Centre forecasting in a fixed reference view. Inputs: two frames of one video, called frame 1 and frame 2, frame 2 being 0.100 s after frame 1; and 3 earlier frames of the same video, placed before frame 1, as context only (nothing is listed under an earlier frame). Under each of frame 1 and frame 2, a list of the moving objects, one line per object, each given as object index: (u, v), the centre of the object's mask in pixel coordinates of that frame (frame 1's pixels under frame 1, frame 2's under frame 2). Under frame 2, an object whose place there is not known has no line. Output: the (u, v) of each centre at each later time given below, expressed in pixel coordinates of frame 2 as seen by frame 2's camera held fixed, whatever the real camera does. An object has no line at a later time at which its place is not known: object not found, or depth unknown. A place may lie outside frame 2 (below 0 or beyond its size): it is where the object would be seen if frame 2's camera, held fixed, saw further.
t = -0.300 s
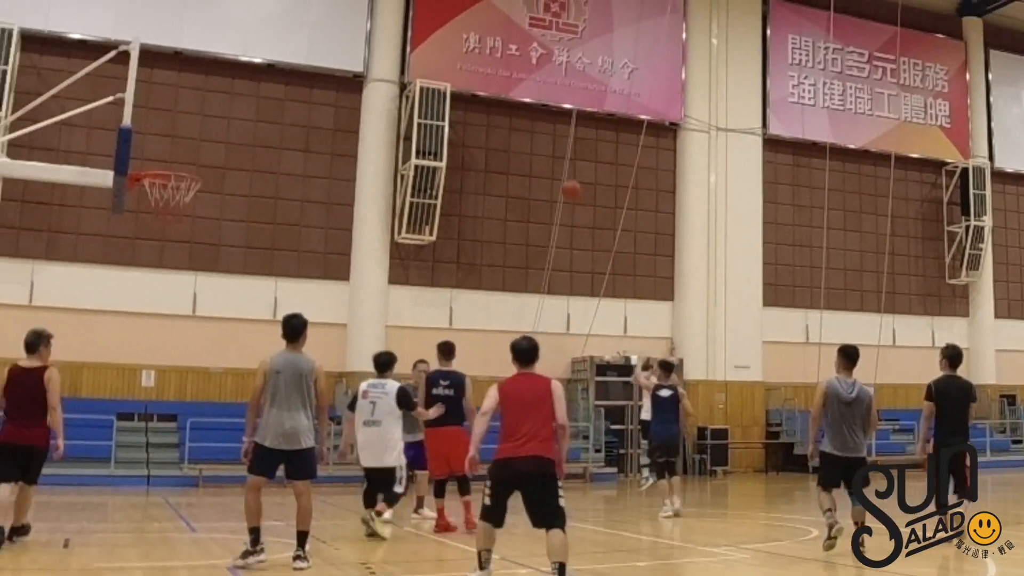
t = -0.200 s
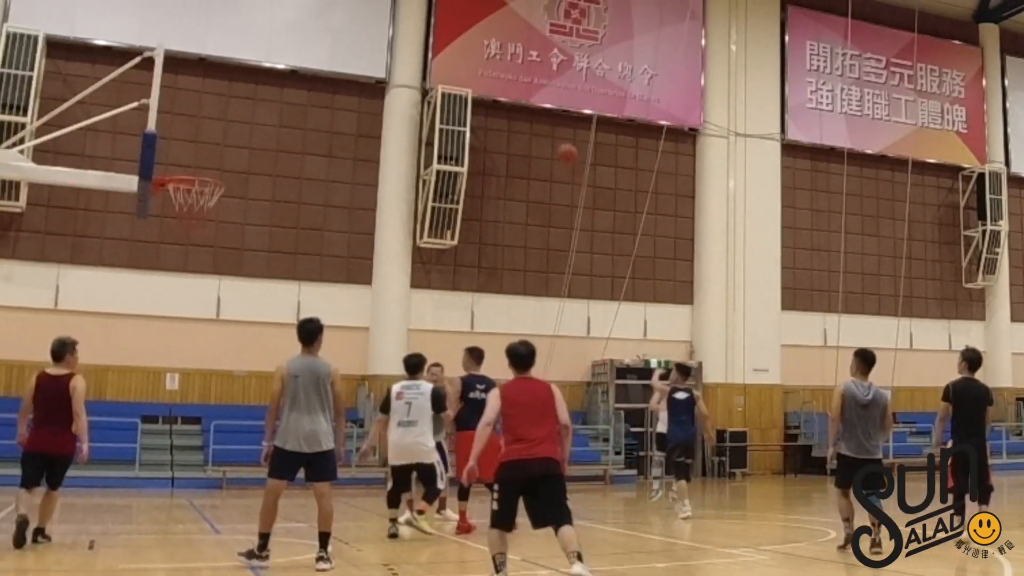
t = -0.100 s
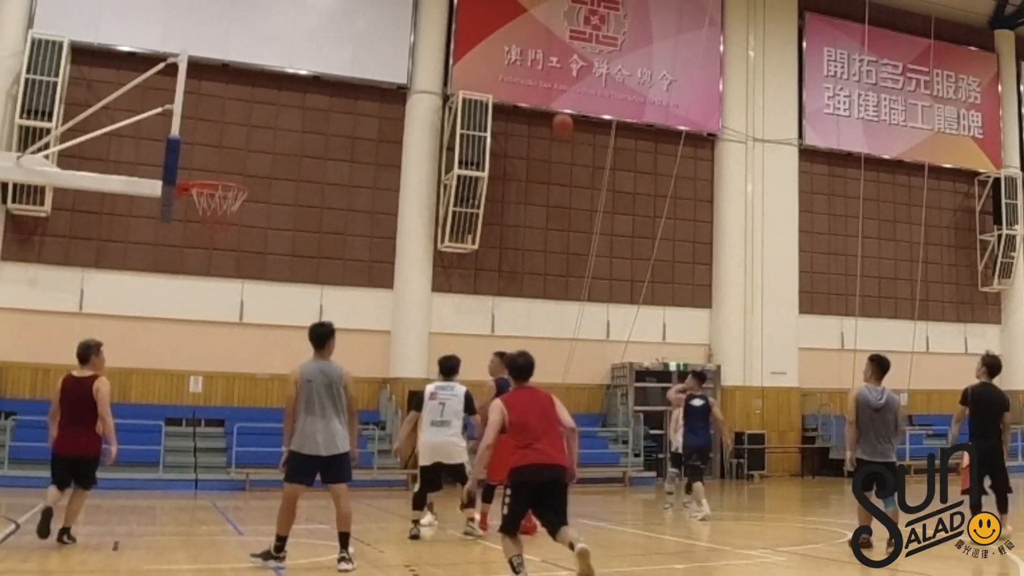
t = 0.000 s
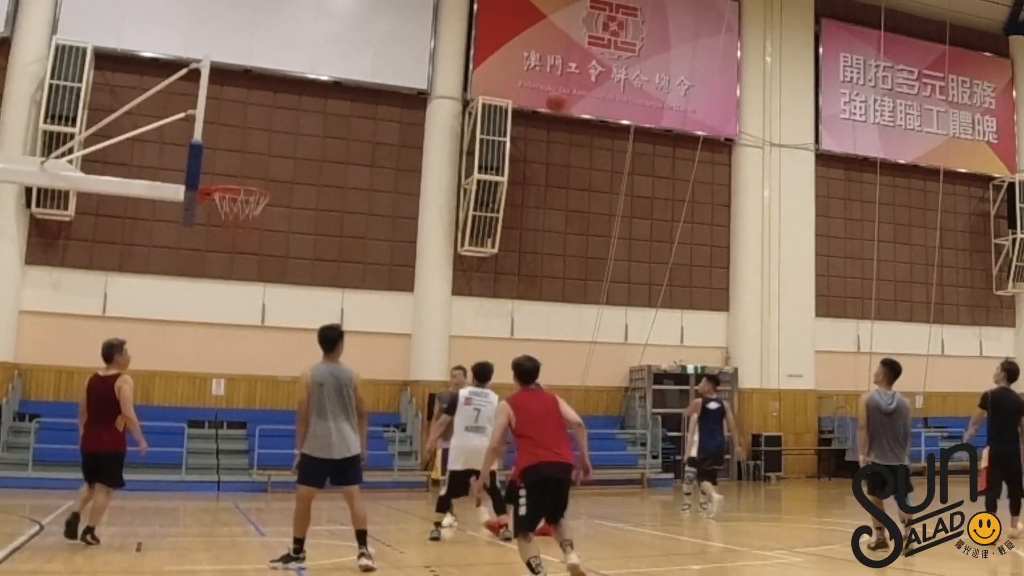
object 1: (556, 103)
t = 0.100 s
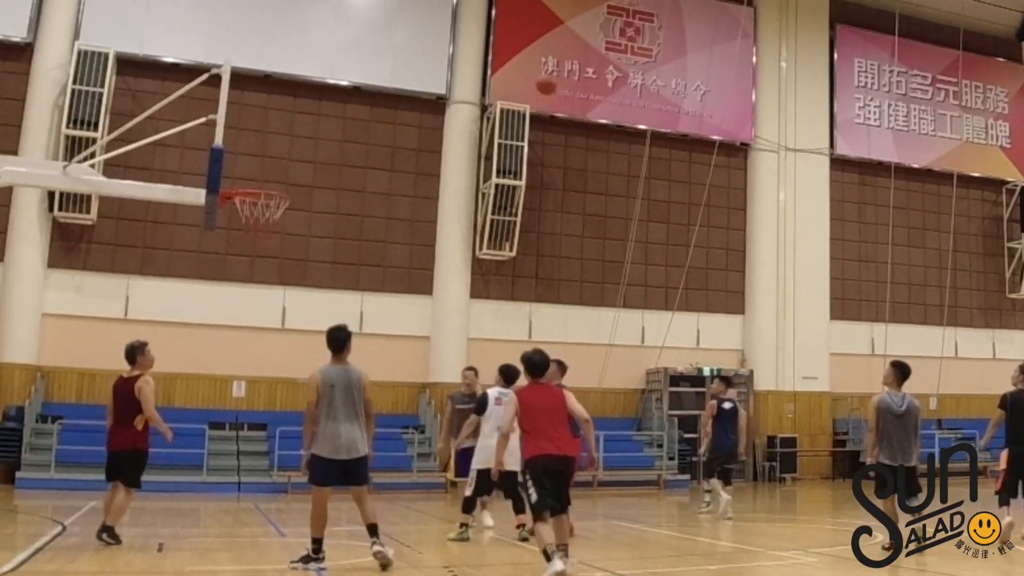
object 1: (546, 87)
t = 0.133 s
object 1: (536, 80)
